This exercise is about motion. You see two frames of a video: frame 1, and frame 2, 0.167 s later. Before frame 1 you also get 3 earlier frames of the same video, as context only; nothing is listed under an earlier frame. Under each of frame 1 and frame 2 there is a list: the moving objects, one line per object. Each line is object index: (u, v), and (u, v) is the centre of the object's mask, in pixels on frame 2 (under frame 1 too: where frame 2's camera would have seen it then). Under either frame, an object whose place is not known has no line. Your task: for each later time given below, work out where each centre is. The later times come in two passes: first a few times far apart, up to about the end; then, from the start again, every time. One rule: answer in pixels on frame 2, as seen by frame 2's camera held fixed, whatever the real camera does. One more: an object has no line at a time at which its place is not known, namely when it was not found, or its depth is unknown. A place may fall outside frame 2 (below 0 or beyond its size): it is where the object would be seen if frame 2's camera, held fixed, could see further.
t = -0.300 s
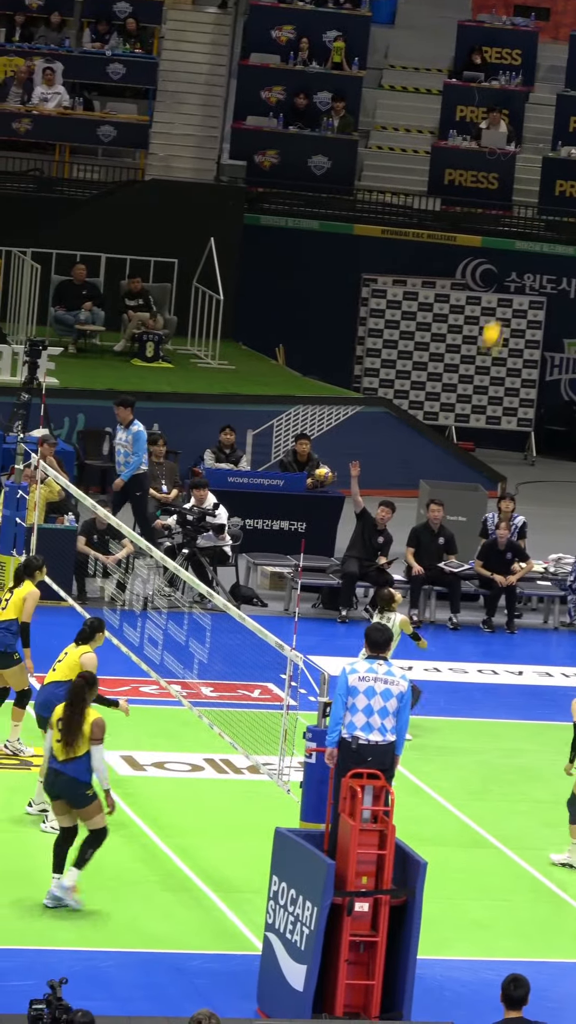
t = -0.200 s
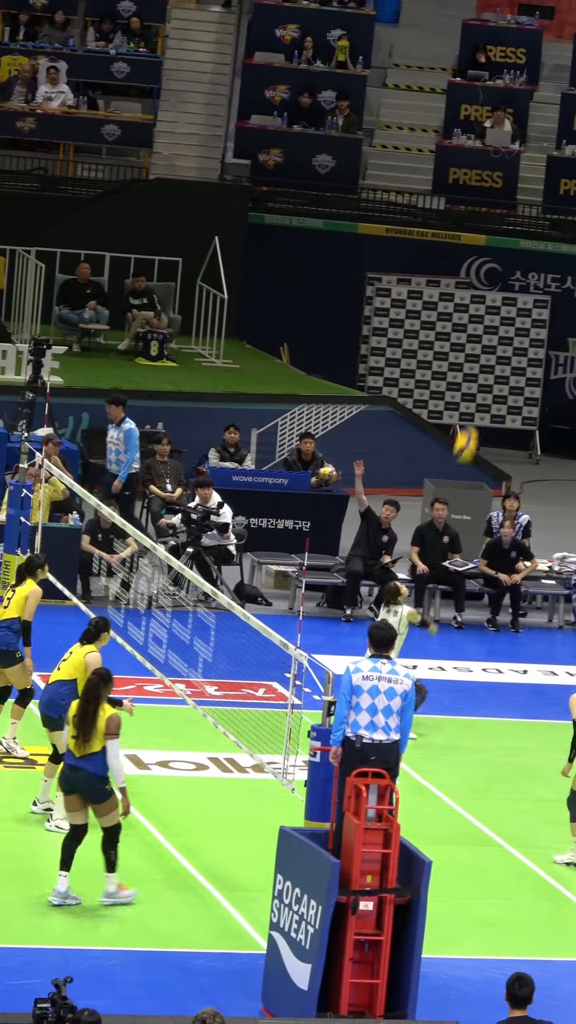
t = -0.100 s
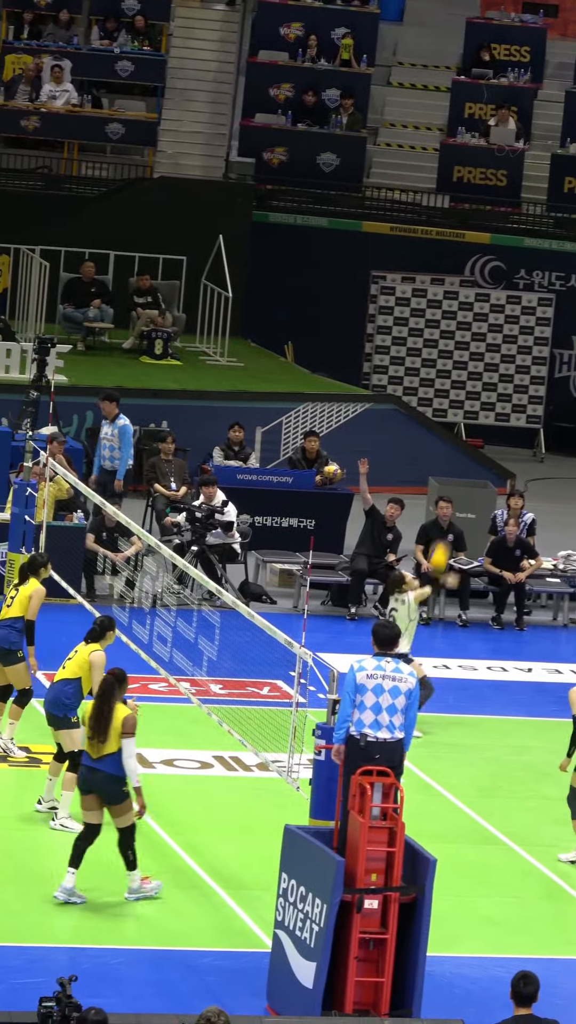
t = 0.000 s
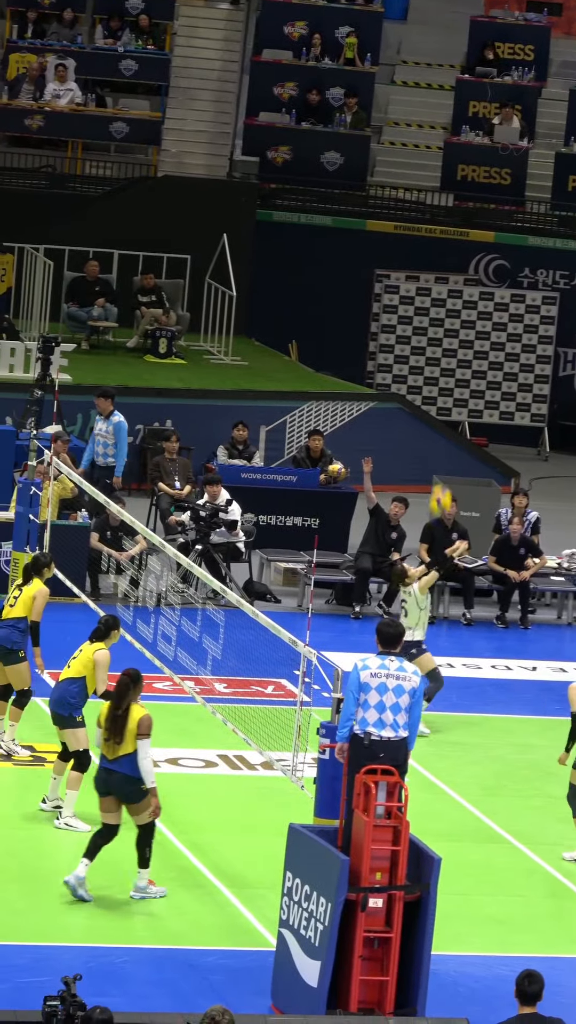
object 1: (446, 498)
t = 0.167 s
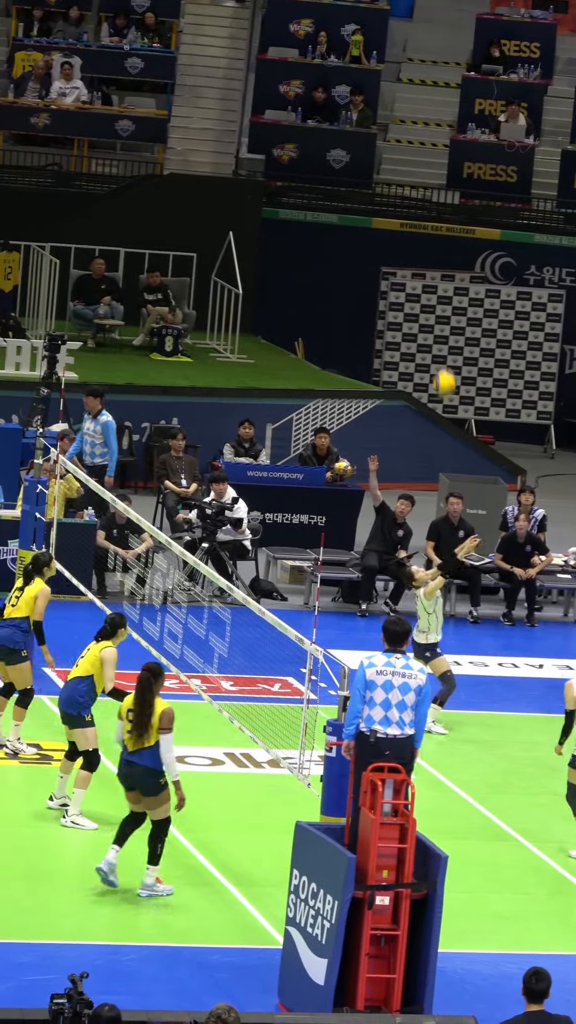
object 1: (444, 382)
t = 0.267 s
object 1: (442, 328)
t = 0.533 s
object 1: (427, 234)
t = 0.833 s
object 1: (401, 226)
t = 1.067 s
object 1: (371, 295)
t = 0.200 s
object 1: (444, 362)
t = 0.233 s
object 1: (443, 345)
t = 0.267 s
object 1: (442, 328)
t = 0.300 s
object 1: (441, 311)
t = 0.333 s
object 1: (439, 296)
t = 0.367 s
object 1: (437, 282)
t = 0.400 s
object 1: (435, 269)
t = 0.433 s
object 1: (433, 259)
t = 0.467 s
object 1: (431, 249)
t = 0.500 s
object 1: (429, 242)
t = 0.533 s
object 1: (427, 234)
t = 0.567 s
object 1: (424, 227)
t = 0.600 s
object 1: (422, 223)
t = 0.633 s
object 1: (419, 220)
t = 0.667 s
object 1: (416, 218)
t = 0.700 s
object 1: (414, 217)
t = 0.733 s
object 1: (410, 217)
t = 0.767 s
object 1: (407, 218)
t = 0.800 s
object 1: (404, 222)
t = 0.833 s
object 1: (401, 226)
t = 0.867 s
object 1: (397, 232)
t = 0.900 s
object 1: (393, 239)
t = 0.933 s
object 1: (389, 247)
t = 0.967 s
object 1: (385, 257)
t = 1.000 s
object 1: (380, 268)
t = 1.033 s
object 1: (376, 281)
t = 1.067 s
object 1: (371, 295)
